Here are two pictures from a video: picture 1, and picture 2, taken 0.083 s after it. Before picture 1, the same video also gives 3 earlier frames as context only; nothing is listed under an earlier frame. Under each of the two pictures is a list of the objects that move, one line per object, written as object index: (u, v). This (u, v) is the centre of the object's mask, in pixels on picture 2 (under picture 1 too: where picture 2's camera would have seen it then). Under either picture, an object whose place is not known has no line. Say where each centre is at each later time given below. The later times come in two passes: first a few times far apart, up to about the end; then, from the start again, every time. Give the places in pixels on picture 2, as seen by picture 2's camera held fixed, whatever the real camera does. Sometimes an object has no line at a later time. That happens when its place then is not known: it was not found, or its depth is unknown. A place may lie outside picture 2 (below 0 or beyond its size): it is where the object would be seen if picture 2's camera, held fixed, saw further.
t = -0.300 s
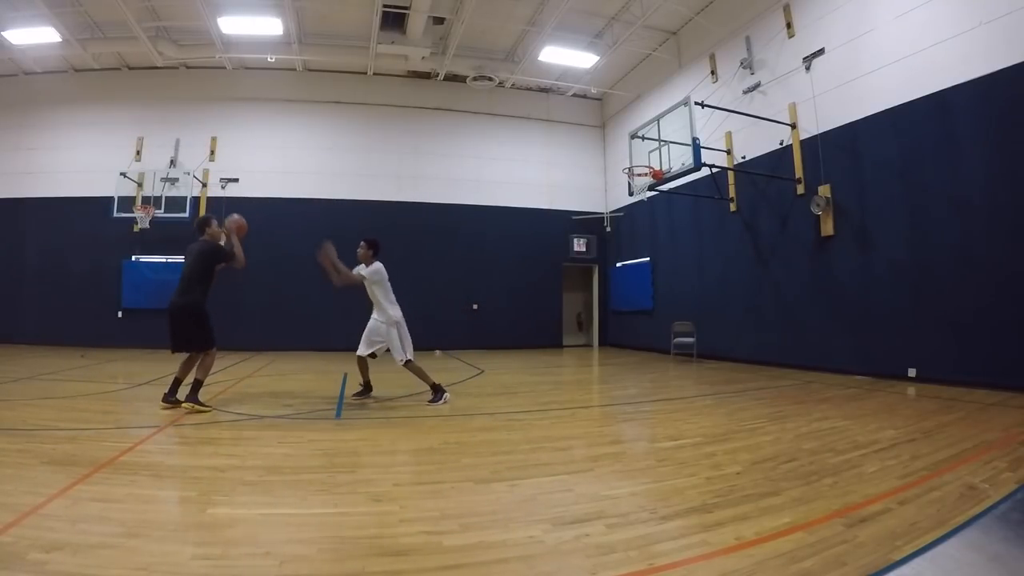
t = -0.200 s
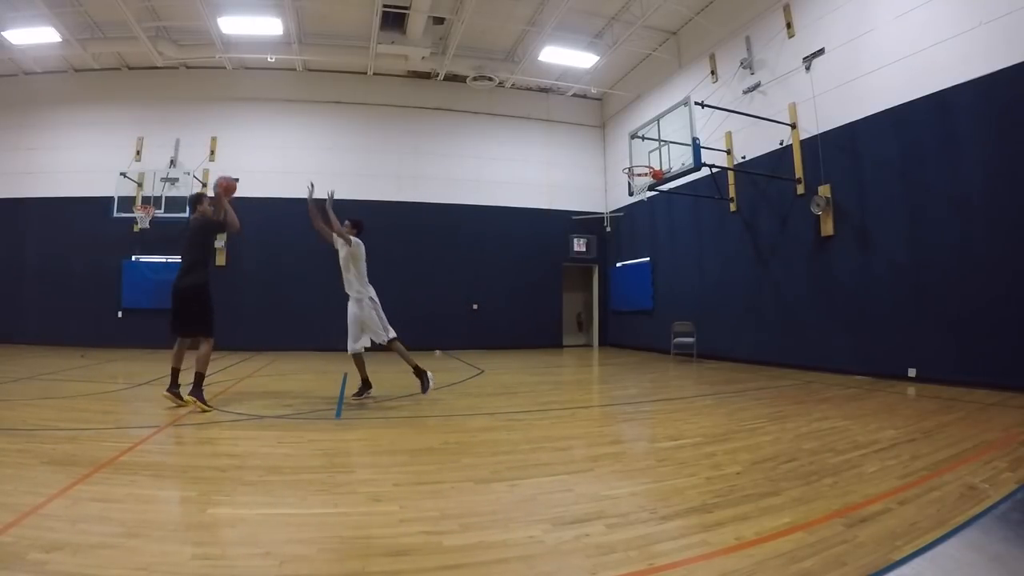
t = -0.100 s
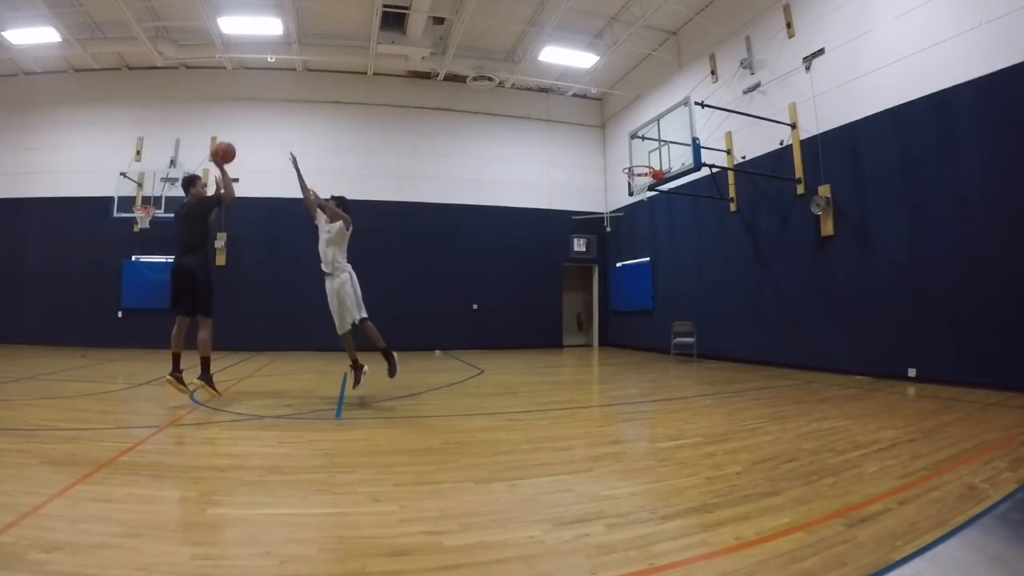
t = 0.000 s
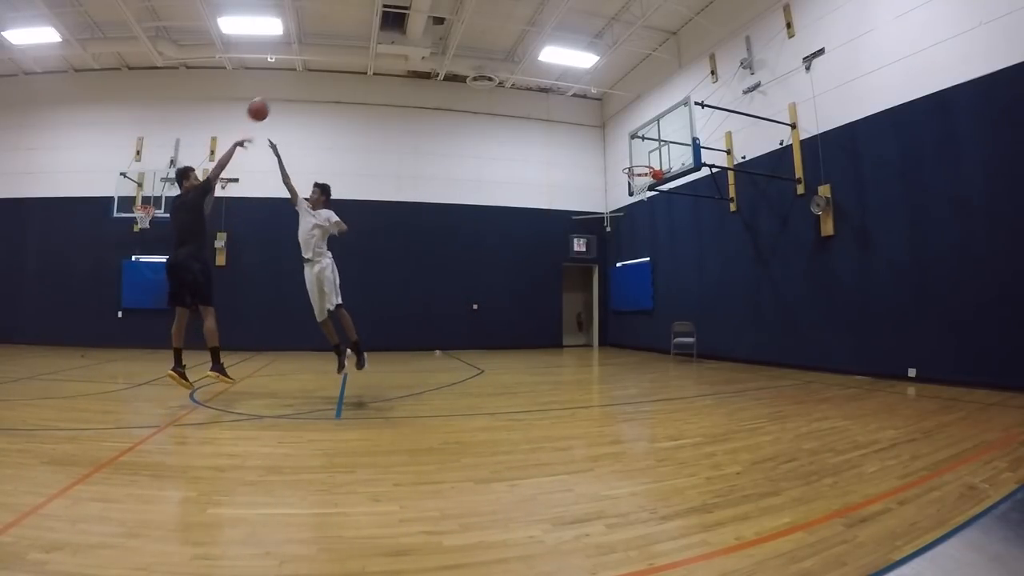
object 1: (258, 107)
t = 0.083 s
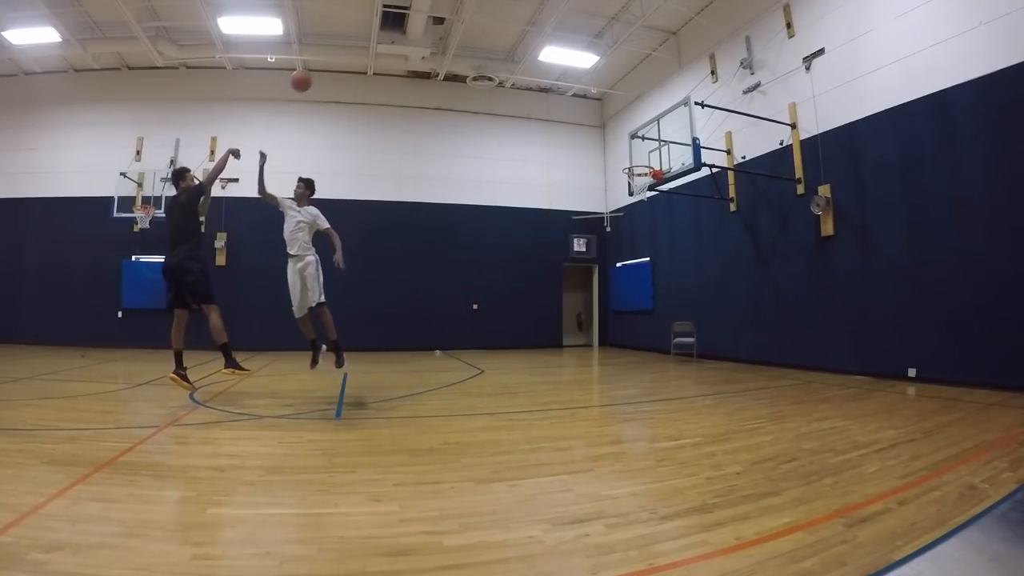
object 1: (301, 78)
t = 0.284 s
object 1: (393, 43)
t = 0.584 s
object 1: (502, 48)
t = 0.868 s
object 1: (584, 107)
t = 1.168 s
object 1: (653, 182)
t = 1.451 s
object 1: (642, 189)
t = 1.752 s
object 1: (617, 250)
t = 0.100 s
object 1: (309, 75)
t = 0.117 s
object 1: (317, 70)
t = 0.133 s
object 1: (326, 65)
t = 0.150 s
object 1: (333, 62)
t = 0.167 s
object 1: (341, 59)
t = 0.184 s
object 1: (349, 56)
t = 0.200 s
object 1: (356, 53)
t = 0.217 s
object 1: (364, 51)
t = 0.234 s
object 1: (371, 48)
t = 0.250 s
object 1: (378, 46)
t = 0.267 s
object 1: (386, 44)
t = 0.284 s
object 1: (393, 43)
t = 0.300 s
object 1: (399, 42)
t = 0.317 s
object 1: (406, 40)
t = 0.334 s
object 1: (412, 39)
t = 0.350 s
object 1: (419, 38)
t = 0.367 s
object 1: (426, 37)
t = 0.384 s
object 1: (432, 37)
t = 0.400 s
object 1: (438, 37)
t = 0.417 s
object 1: (444, 37)
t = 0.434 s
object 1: (451, 37)
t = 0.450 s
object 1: (457, 37)
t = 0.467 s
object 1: (463, 38)
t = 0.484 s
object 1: (469, 39)
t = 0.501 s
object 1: (475, 40)
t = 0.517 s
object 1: (480, 41)
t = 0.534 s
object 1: (485, 43)
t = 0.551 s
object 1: (491, 44)
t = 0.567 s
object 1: (497, 46)
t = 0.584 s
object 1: (502, 48)
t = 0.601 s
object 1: (507, 51)
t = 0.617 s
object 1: (512, 52)
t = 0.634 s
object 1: (518, 56)
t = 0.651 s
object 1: (523, 58)
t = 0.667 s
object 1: (528, 60)
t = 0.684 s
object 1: (532, 64)
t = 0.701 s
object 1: (537, 67)
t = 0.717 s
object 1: (542, 70)
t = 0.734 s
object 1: (547, 74)
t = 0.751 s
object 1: (552, 77)
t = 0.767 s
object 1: (557, 81)
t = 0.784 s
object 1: (562, 84)
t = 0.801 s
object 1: (567, 88)
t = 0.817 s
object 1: (571, 93)
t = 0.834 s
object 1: (575, 96)
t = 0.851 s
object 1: (580, 102)
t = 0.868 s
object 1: (584, 107)
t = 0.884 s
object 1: (589, 111)
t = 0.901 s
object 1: (593, 116)
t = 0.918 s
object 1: (597, 121)
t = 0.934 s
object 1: (601, 126)
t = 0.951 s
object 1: (606, 132)
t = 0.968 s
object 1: (610, 137)
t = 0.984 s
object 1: (615, 142)
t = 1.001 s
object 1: (619, 148)
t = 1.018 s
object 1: (623, 154)
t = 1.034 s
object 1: (627, 160)
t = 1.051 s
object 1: (632, 166)
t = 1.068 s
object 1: (635, 170)
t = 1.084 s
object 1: (639, 172)
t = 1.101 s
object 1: (641, 174)
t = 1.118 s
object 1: (645, 176)
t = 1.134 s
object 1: (649, 181)
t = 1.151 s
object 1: (651, 182)
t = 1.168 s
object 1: (653, 182)
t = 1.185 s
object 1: (653, 182)
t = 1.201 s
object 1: (653, 181)
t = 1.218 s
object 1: (655, 179)
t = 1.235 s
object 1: (655, 177)
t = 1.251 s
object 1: (655, 177)
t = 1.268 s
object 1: (654, 178)
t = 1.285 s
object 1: (653, 180)
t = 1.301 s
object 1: (651, 182)
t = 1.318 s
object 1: (651, 182)
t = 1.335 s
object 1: (652, 179)
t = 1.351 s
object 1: (650, 180)
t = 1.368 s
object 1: (648, 183)
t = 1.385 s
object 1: (647, 185)
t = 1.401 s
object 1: (646, 184)
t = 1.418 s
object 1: (644, 185)
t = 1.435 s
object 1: (643, 185)
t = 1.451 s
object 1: (642, 189)
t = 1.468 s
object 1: (640, 193)
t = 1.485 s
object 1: (638, 194)
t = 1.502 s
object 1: (637, 196)
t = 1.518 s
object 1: (635, 198)
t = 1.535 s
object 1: (634, 201)
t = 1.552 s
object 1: (633, 203)
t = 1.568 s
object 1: (632, 206)
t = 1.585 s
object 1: (631, 210)
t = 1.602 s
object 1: (629, 212)
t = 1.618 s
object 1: (628, 215)
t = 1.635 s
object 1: (627, 219)
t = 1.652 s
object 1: (626, 224)
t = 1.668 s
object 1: (624, 227)
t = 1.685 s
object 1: (623, 231)
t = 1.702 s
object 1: (622, 236)
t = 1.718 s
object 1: (620, 240)
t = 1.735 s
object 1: (619, 246)
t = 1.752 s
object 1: (617, 250)
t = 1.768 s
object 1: (616, 256)
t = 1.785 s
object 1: (615, 260)
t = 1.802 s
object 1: (614, 266)
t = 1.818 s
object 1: (612, 272)
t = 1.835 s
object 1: (612, 278)
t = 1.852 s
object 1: (610, 284)
